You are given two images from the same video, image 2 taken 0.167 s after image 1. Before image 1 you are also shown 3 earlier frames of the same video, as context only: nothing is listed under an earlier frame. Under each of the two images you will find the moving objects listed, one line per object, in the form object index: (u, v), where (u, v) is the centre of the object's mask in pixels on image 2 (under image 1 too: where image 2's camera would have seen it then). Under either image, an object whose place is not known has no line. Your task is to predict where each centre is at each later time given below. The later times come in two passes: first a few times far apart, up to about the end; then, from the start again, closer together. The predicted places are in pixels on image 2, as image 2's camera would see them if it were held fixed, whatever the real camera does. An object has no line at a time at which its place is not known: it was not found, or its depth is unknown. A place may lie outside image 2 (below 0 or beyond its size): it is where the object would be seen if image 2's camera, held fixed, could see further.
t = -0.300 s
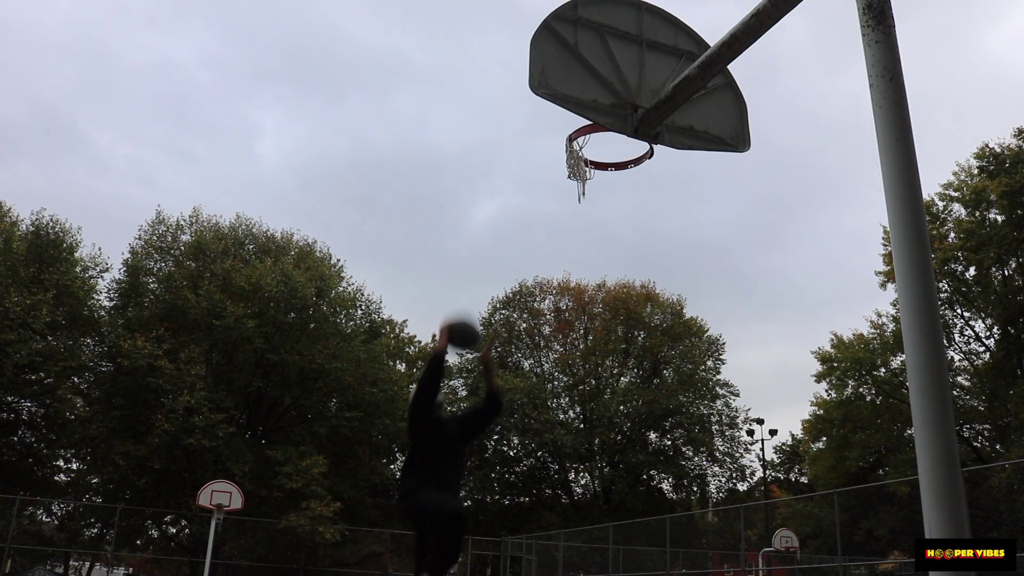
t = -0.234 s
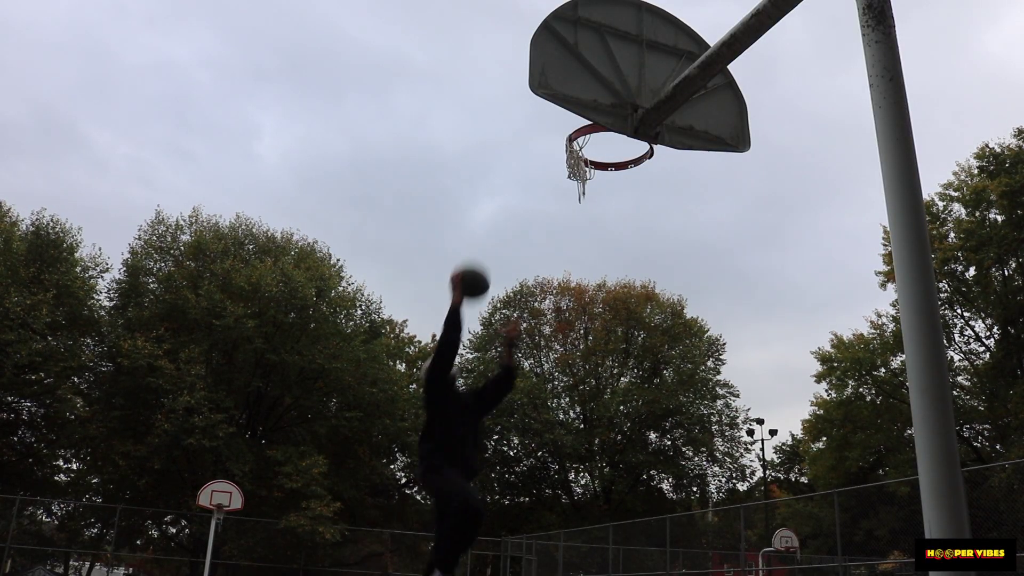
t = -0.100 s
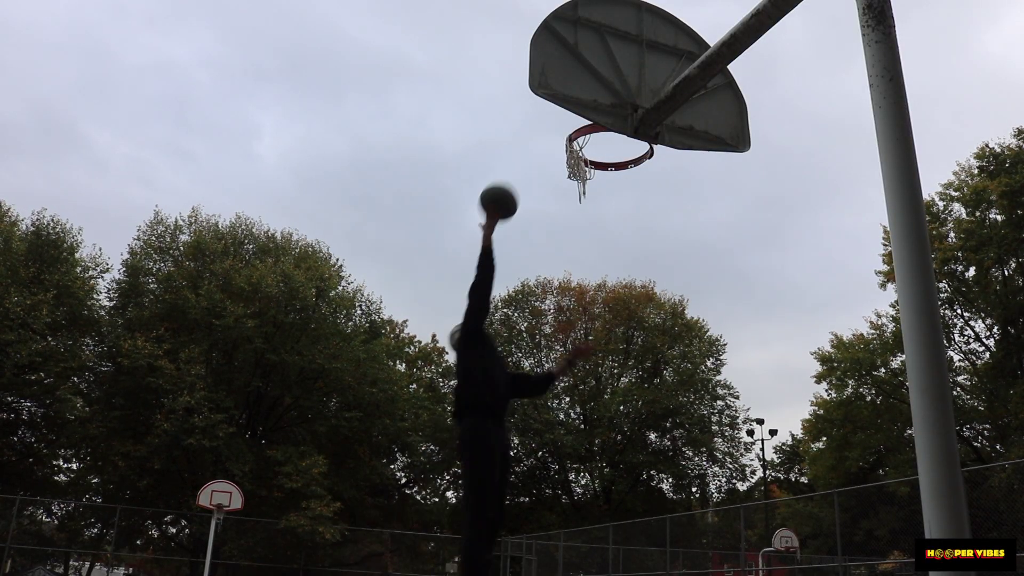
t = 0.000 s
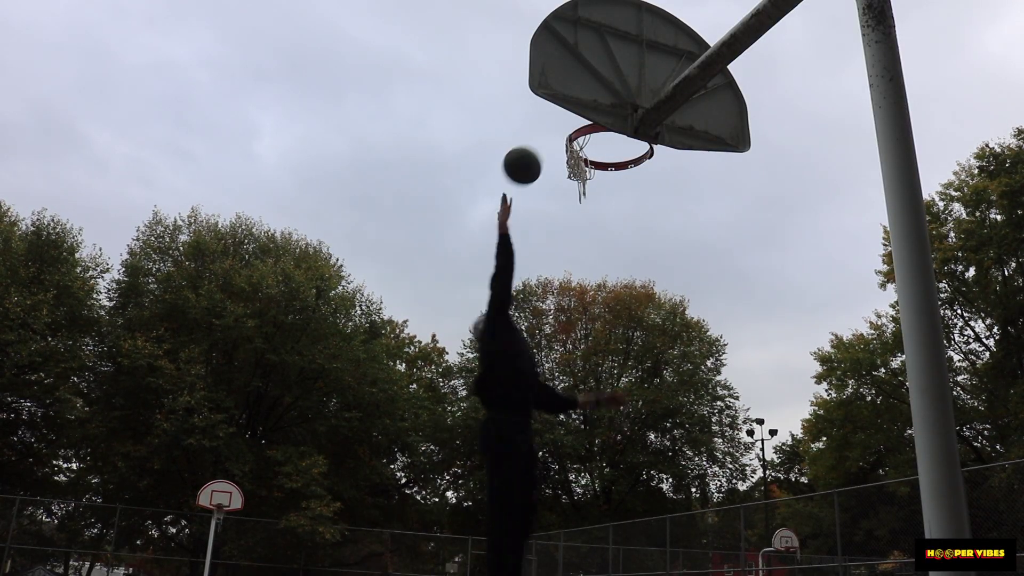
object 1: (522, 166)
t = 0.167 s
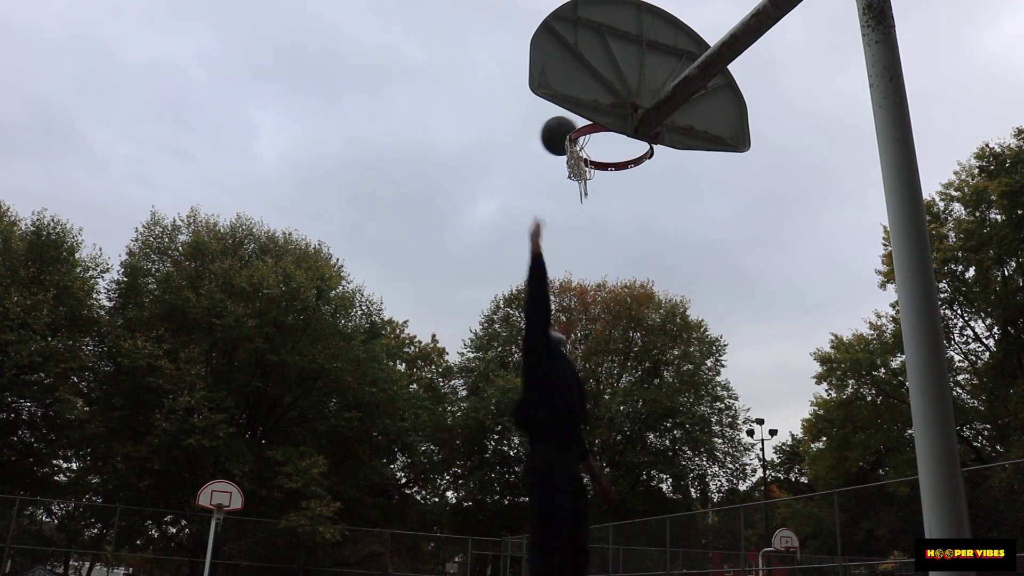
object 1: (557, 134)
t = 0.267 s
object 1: (583, 136)
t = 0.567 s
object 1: (628, 173)
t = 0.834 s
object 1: (619, 319)
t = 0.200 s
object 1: (563, 131)
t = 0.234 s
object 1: (572, 131)
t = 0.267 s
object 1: (583, 136)
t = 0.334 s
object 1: (598, 144)
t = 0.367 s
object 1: (604, 145)
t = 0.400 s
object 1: (610, 146)
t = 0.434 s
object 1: (617, 148)
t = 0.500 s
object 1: (631, 158)
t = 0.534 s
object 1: (630, 164)
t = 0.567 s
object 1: (628, 173)
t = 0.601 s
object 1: (627, 183)
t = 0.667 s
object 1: (625, 210)
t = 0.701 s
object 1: (624, 227)
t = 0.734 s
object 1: (623, 245)
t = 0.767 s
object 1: (621, 267)
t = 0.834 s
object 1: (619, 319)
